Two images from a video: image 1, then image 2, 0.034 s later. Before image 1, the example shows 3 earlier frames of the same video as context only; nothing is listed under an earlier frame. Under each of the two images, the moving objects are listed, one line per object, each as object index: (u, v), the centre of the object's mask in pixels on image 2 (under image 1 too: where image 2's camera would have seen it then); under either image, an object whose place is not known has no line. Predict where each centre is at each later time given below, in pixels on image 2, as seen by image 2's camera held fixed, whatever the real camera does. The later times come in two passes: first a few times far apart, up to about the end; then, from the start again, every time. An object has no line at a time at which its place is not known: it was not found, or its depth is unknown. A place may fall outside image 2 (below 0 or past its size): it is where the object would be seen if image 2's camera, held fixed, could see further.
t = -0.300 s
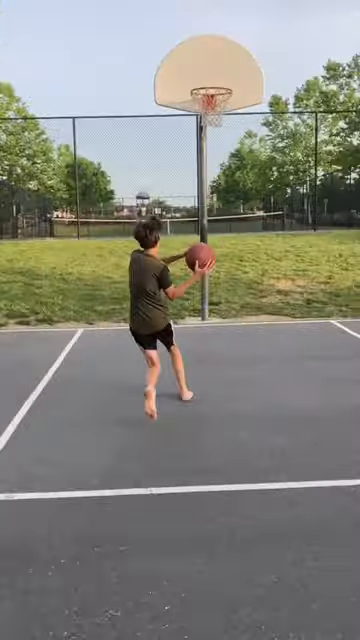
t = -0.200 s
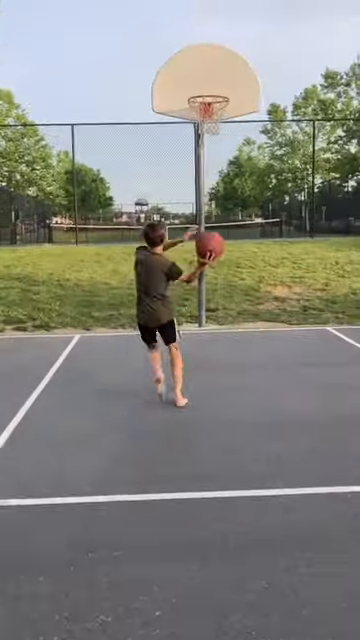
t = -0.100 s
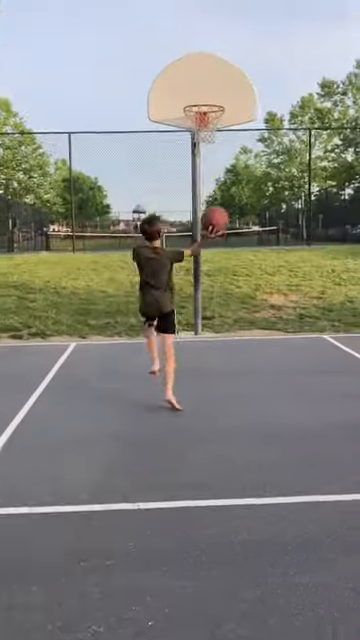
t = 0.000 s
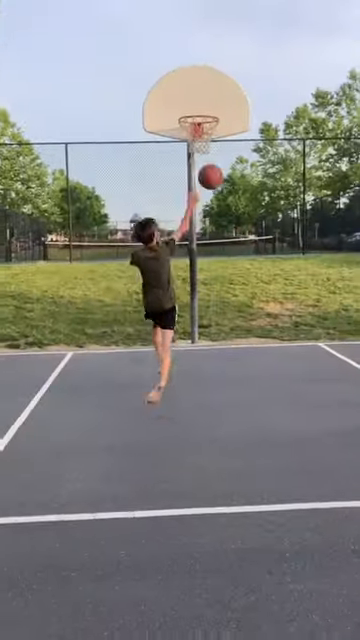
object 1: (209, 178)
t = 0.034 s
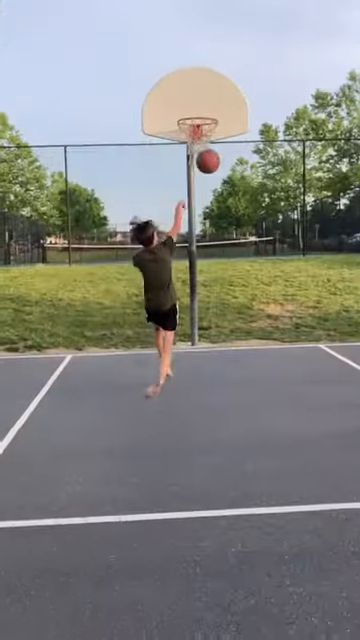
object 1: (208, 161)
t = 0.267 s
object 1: (217, 85)
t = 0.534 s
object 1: (274, 26)
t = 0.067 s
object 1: (206, 146)
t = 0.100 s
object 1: (204, 134)
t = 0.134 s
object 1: (204, 124)
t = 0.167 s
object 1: (203, 116)
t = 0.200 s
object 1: (207, 106)
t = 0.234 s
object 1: (212, 95)
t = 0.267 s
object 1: (217, 85)
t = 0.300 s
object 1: (223, 76)
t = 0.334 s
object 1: (228, 67)
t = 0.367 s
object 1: (235, 58)
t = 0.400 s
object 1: (241, 50)
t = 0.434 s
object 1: (248, 43)
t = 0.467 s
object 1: (256, 37)
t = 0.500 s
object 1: (265, 31)
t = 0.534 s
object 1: (274, 26)
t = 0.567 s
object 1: (284, 22)
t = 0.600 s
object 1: (296, 19)
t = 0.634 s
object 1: (308, 18)
